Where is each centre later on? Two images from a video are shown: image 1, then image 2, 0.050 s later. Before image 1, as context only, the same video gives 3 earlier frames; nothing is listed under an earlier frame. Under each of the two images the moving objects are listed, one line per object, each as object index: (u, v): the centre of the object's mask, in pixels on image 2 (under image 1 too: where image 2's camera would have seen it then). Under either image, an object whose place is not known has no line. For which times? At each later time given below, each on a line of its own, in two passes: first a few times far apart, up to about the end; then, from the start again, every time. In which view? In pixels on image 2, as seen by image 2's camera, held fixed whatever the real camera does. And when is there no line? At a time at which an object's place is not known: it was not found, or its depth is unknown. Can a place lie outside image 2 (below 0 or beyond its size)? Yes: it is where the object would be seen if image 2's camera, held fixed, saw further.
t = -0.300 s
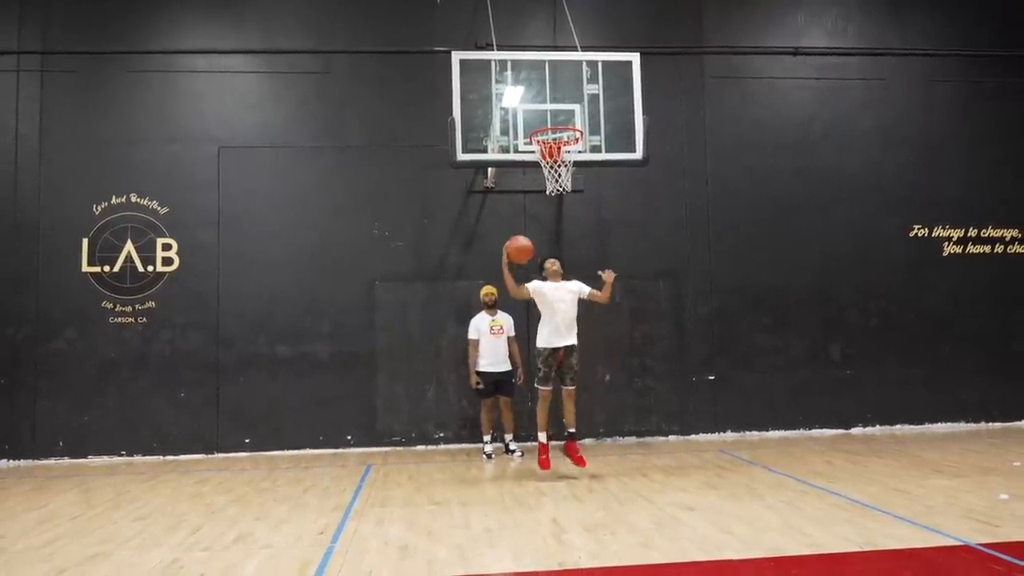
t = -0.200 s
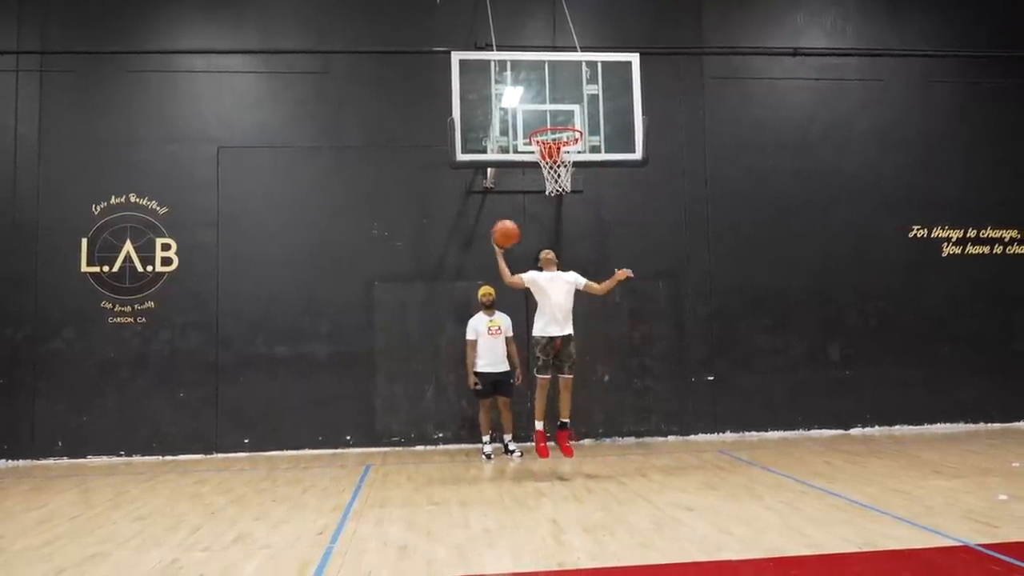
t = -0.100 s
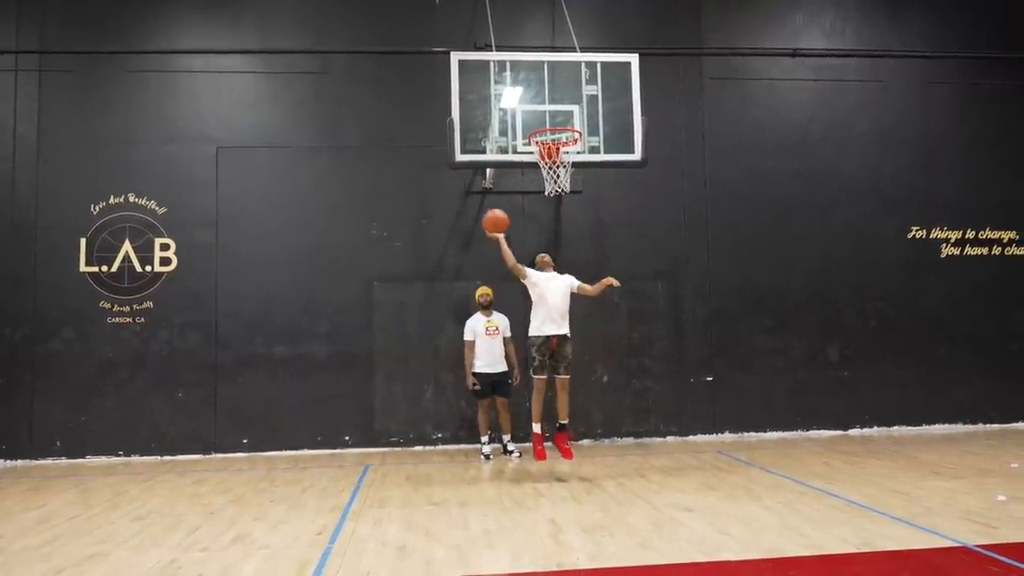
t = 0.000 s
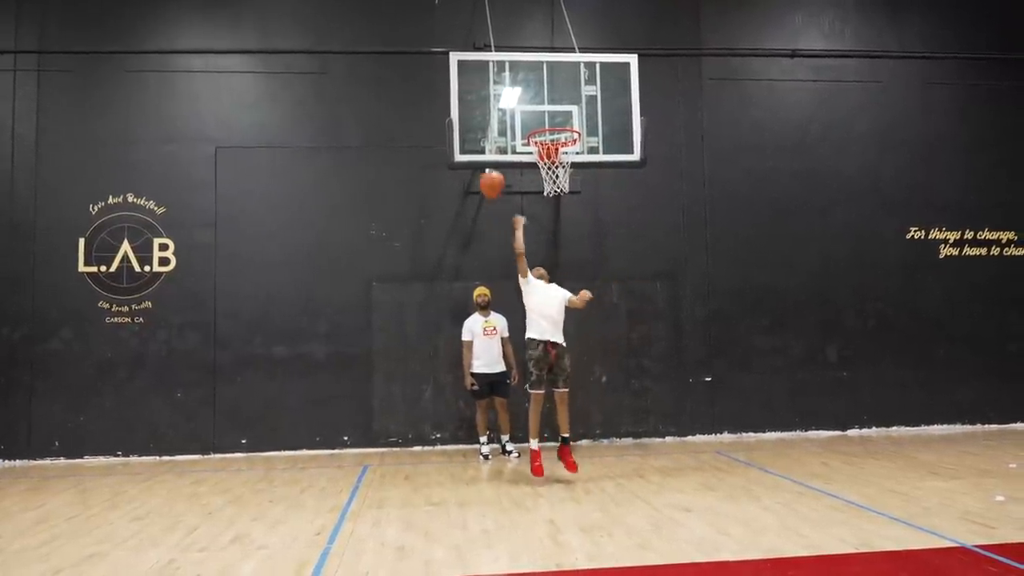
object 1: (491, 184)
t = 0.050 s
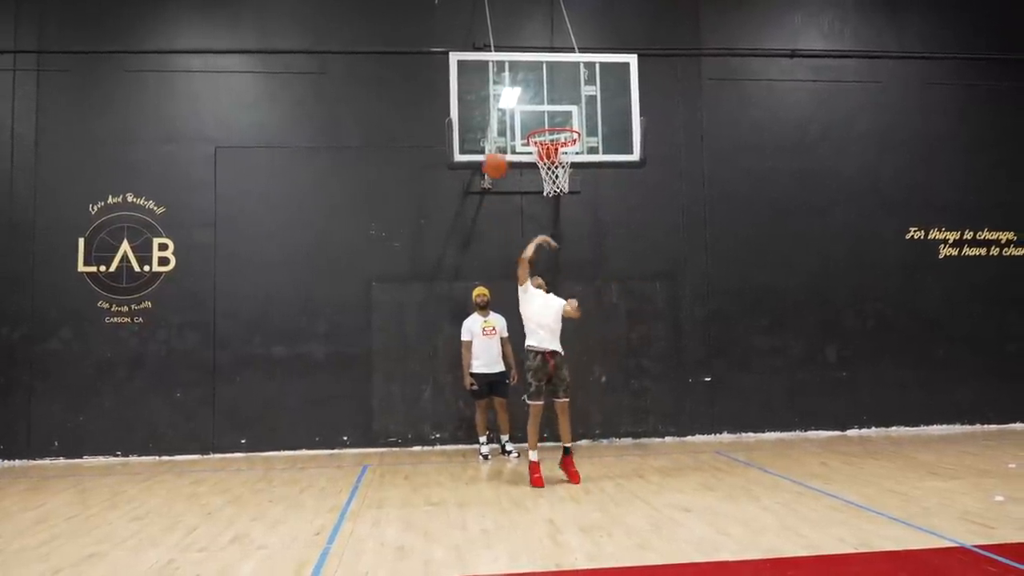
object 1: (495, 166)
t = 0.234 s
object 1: (507, 121)
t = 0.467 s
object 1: (564, 109)
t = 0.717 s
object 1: (631, 162)
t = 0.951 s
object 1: (699, 278)
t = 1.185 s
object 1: (776, 468)
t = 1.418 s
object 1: (793, 356)
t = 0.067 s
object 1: (495, 159)
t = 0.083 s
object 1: (496, 154)
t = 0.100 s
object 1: (498, 149)
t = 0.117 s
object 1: (499, 143)
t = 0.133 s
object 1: (500, 140)
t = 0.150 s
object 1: (501, 135)
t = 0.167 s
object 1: (501, 132)
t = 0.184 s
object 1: (502, 128)
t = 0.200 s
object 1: (503, 126)
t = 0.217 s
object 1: (505, 123)
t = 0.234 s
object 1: (507, 121)
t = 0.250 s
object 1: (513, 116)
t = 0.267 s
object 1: (516, 115)
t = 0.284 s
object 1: (520, 113)
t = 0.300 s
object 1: (524, 113)
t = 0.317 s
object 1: (527, 110)
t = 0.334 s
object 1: (531, 109)
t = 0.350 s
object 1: (535, 108)
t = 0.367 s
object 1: (541, 107)
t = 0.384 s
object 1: (544, 106)
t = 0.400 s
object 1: (548, 107)
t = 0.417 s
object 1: (552, 107)
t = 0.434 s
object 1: (556, 107)
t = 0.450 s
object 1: (561, 108)
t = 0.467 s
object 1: (564, 109)
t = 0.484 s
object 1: (569, 111)
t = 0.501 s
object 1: (573, 112)
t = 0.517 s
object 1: (577, 114)
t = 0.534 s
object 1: (583, 117)
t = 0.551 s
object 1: (586, 119)
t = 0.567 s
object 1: (590, 121)
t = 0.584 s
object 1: (595, 125)
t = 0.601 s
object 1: (600, 129)
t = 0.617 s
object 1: (604, 133)
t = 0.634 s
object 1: (608, 137)
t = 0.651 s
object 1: (613, 140)
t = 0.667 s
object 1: (617, 145)
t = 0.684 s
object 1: (621, 151)
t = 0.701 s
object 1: (626, 157)
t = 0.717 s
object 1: (631, 162)
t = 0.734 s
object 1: (636, 169)
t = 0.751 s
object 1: (641, 174)
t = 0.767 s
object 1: (645, 181)
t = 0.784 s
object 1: (650, 188)
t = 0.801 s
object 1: (655, 196)
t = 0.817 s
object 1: (659, 203)
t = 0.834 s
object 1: (664, 211)
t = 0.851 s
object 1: (669, 220)
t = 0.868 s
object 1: (674, 229)
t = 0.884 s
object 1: (679, 238)
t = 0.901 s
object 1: (684, 247)
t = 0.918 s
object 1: (689, 258)
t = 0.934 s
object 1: (694, 268)
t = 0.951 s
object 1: (699, 278)
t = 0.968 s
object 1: (704, 289)
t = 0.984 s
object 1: (710, 301)
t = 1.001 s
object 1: (715, 312)
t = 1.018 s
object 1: (720, 325)
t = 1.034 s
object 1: (726, 337)
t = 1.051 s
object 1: (731, 350)
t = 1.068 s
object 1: (737, 363)
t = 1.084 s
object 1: (742, 377)
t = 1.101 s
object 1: (747, 391)
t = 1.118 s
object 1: (753, 405)
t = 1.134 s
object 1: (759, 419)
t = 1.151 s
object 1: (764, 434)
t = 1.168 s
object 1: (771, 453)
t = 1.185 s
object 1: (776, 468)
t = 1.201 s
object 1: (779, 473)
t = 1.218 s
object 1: (781, 462)
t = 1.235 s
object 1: (781, 452)
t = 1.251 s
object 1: (783, 441)
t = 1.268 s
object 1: (784, 430)
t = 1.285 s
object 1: (785, 420)
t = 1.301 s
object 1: (786, 412)
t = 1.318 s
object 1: (787, 403)
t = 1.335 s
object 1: (788, 394)
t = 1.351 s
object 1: (789, 386)
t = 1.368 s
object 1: (790, 378)
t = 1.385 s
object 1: (791, 370)
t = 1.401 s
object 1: (792, 363)
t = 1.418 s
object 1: (793, 356)
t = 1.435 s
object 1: (795, 349)
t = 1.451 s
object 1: (796, 343)
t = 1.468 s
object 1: (797, 337)
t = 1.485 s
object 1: (798, 332)
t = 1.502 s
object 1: (799, 326)
